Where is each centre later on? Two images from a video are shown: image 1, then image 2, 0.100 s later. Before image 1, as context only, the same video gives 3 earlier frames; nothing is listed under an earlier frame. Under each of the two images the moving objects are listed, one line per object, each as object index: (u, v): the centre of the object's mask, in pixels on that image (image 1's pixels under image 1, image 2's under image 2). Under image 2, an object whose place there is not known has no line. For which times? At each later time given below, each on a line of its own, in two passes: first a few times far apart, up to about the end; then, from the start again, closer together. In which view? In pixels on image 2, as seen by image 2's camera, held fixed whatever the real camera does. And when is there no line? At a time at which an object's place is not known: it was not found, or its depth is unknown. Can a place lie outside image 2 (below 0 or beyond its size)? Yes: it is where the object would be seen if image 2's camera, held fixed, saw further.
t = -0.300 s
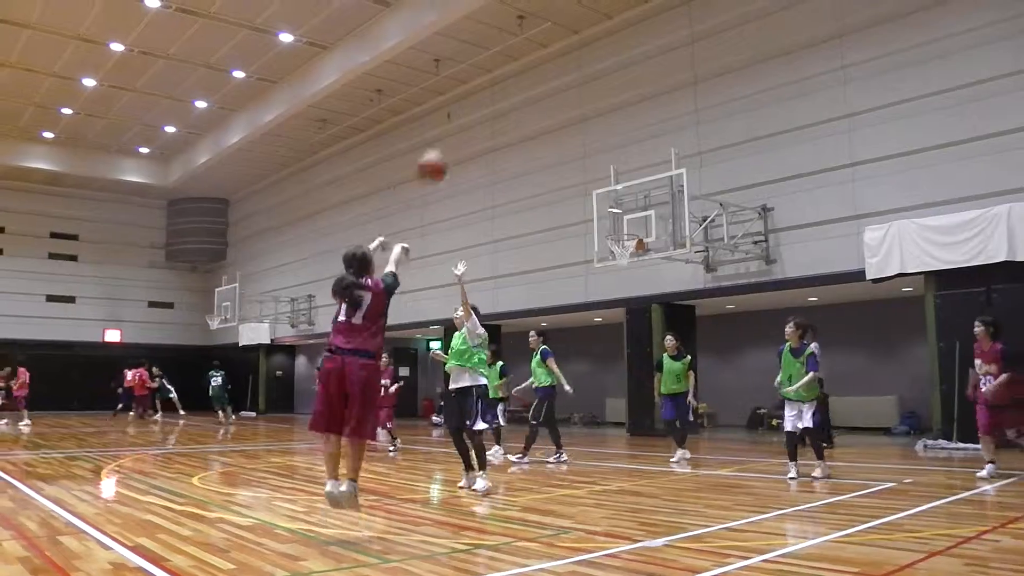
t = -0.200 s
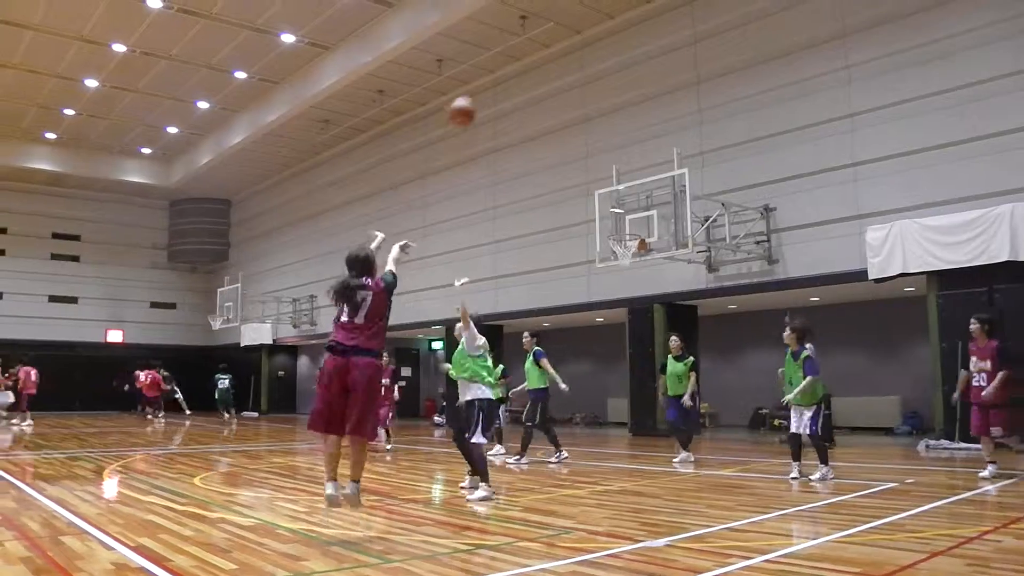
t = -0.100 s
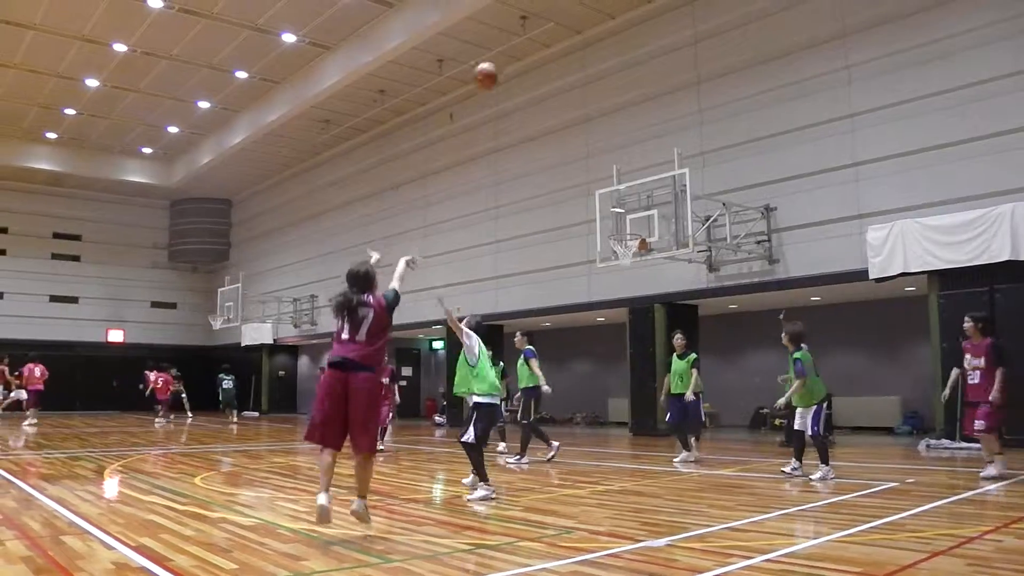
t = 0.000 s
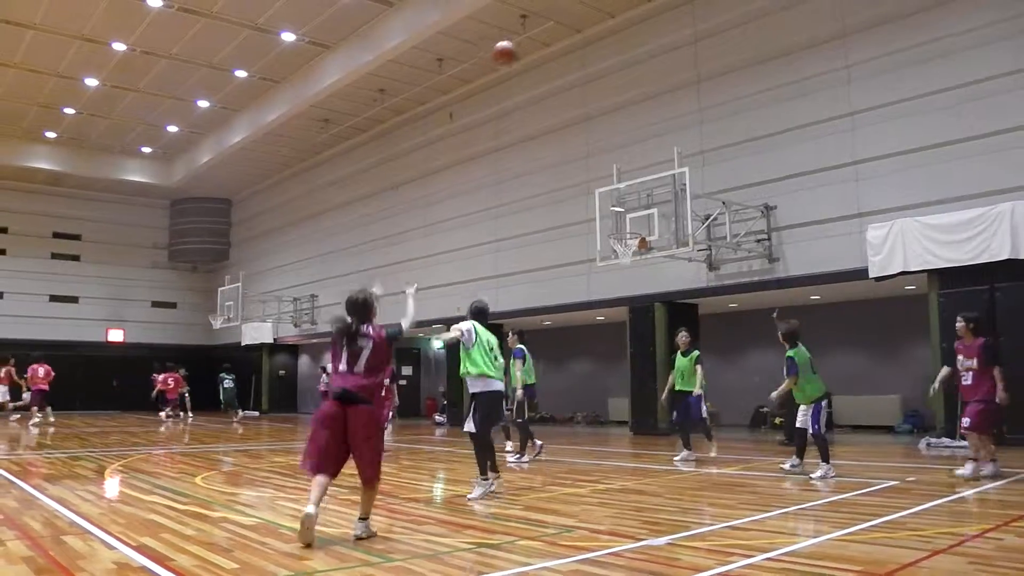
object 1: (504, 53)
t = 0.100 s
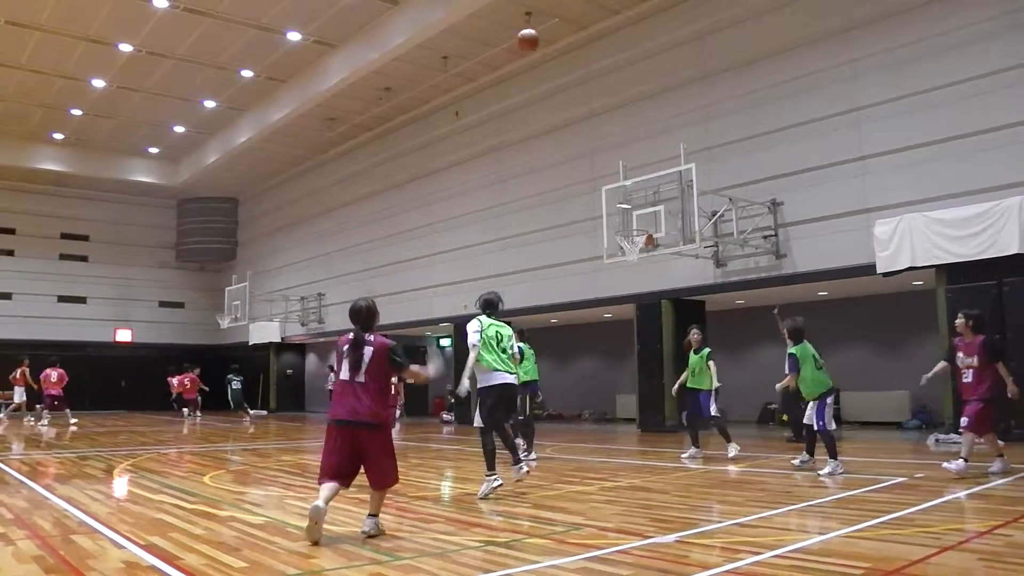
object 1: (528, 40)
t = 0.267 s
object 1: (553, 43)
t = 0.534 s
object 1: (586, 89)
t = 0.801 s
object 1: (615, 172)
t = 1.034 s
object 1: (632, 223)
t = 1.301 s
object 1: (604, 229)
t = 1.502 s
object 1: (571, 260)
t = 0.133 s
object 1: (533, 39)
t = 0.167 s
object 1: (538, 39)
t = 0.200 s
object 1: (543, 40)
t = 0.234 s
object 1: (549, 41)
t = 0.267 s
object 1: (553, 43)
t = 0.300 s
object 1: (558, 46)
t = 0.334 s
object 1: (562, 49)
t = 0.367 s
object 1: (566, 55)
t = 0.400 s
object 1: (570, 61)
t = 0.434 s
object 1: (575, 67)
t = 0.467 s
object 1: (579, 73)
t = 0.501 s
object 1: (582, 81)
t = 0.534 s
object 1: (586, 89)
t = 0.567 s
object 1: (590, 97)
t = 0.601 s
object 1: (593, 107)
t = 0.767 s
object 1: (611, 160)
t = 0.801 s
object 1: (615, 172)
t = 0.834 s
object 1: (618, 186)
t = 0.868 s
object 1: (622, 200)
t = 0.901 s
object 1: (624, 213)
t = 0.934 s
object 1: (627, 223)
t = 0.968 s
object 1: (629, 223)
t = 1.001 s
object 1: (631, 222)
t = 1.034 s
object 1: (632, 223)
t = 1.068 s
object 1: (634, 224)
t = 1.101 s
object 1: (634, 225)
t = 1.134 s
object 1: (630, 223)
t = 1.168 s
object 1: (625, 224)
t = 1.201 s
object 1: (619, 224)
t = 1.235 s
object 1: (614, 225)
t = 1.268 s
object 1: (609, 228)
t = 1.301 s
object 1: (604, 229)
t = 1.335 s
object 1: (598, 232)
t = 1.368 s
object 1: (593, 237)
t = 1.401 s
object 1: (587, 240)
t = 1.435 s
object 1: (582, 246)
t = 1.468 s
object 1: (577, 253)
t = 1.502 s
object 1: (571, 260)
